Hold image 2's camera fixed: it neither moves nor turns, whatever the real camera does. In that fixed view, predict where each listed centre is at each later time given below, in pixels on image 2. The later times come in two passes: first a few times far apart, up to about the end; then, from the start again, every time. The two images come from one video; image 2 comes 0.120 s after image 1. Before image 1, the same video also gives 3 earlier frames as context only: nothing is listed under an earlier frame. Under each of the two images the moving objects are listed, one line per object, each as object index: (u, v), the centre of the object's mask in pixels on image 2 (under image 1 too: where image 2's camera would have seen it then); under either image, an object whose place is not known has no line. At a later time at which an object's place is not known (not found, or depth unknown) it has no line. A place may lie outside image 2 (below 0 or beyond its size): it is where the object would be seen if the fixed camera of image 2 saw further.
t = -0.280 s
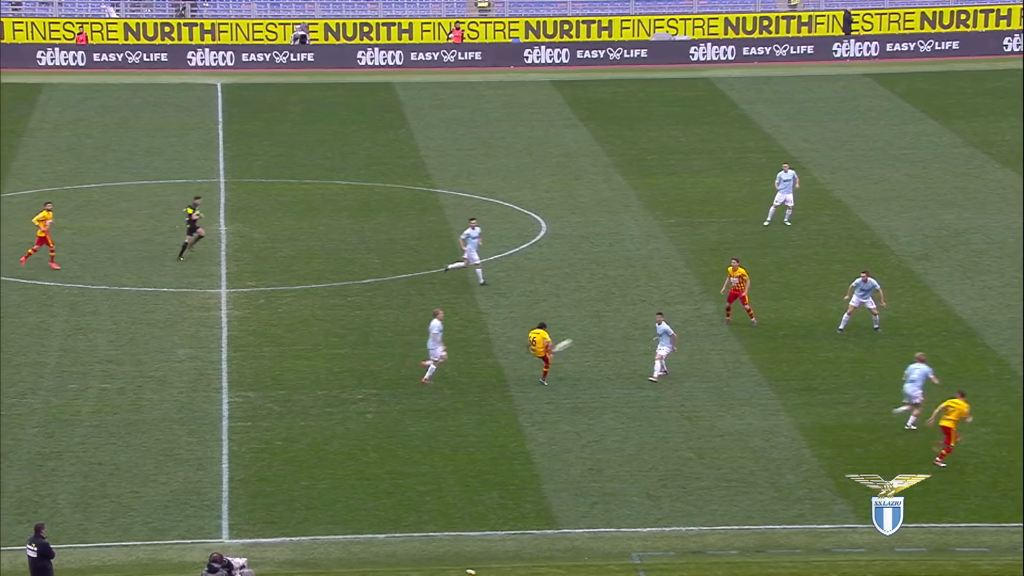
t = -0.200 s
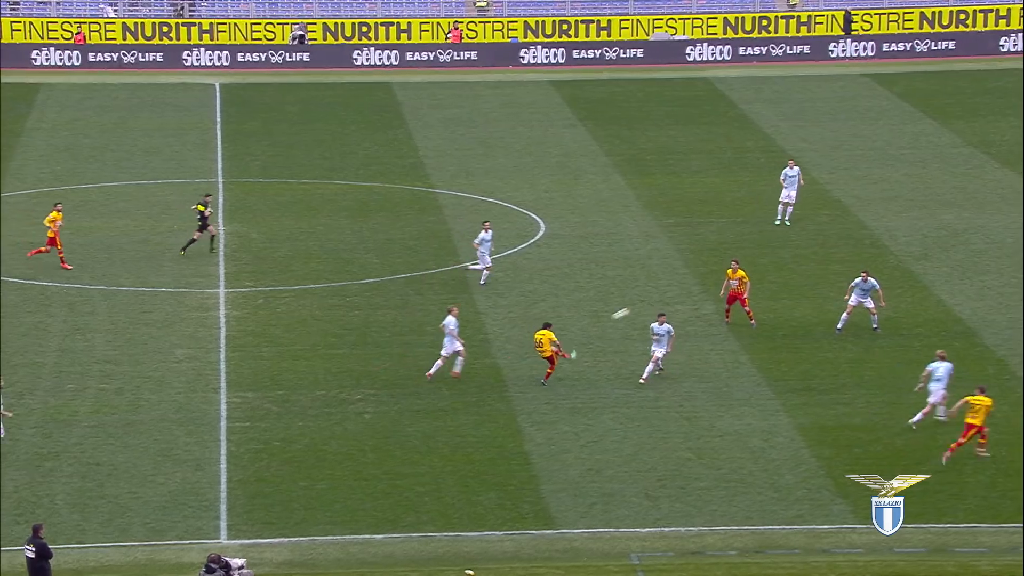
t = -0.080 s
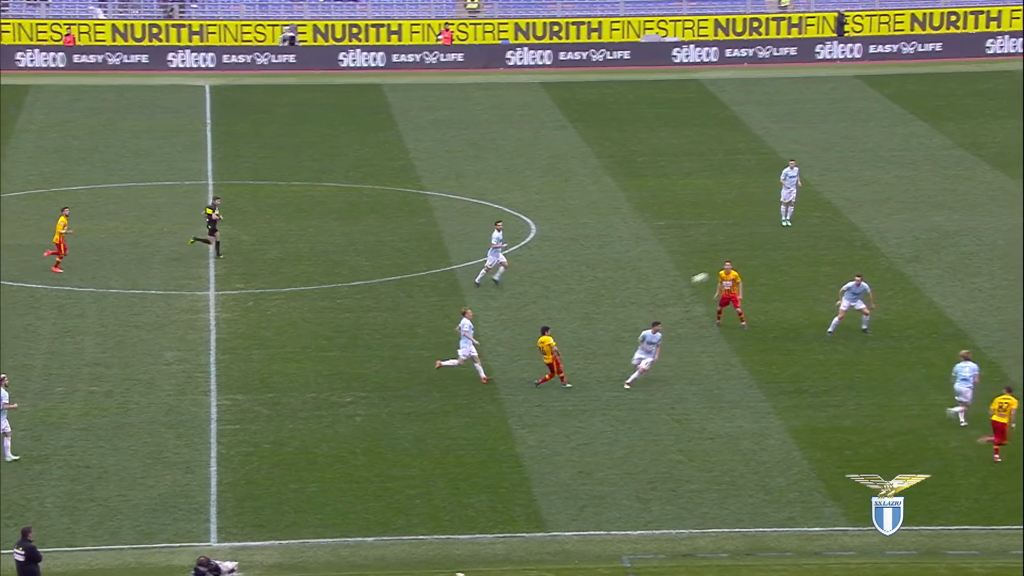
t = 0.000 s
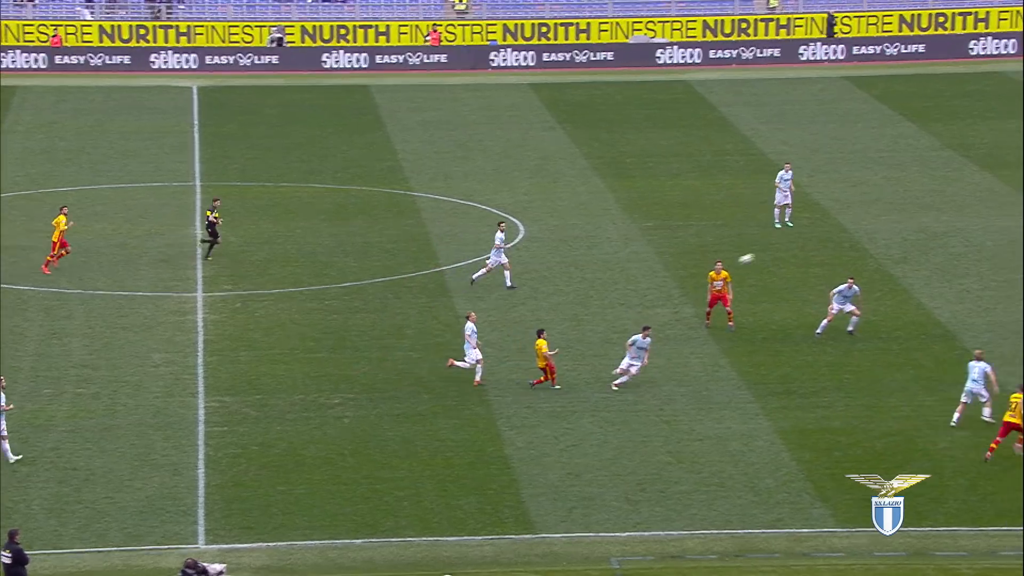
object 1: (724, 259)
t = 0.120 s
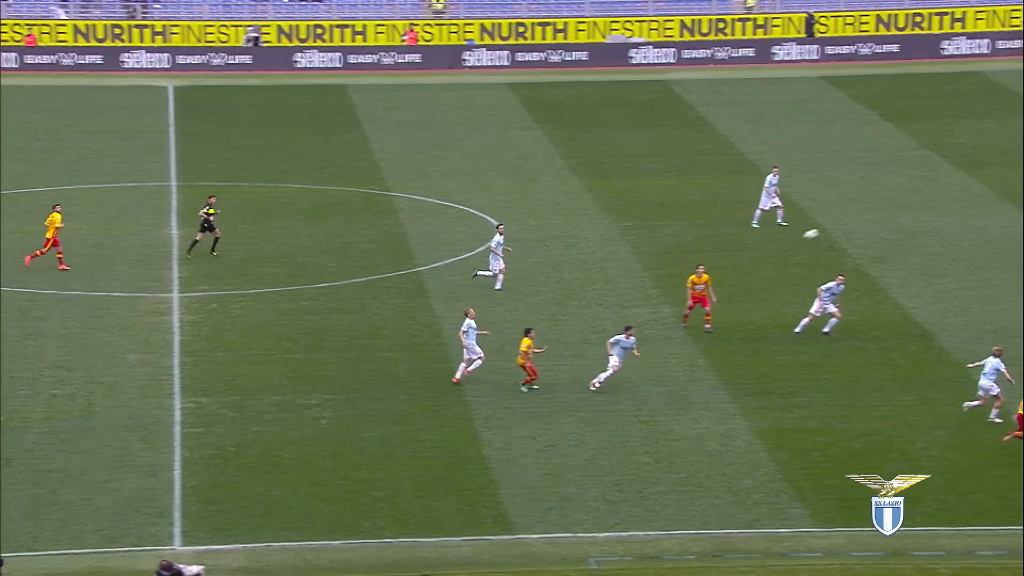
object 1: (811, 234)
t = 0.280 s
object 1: (929, 212)
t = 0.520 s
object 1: (1106, 207)
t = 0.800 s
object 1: (1316, 240)
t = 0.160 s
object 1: (840, 228)
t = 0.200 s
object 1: (869, 221)
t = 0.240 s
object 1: (898, 217)
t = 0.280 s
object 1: (929, 212)
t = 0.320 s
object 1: (958, 210)
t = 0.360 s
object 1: (987, 208)
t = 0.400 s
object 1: (1017, 207)
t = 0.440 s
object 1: (1047, 206)
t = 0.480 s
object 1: (1077, 207)
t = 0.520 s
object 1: (1106, 207)
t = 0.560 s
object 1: (1136, 209)
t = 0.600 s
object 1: (1166, 212)
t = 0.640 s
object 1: (1197, 216)
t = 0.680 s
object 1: (1225, 220)
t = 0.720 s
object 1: (1257, 226)
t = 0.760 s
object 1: (1286, 233)
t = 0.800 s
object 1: (1316, 240)
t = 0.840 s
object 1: (1345, 248)
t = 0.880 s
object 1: (1375, 258)
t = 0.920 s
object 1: (1405, 269)
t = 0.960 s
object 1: (1434, 280)
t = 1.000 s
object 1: (1464, 293)
